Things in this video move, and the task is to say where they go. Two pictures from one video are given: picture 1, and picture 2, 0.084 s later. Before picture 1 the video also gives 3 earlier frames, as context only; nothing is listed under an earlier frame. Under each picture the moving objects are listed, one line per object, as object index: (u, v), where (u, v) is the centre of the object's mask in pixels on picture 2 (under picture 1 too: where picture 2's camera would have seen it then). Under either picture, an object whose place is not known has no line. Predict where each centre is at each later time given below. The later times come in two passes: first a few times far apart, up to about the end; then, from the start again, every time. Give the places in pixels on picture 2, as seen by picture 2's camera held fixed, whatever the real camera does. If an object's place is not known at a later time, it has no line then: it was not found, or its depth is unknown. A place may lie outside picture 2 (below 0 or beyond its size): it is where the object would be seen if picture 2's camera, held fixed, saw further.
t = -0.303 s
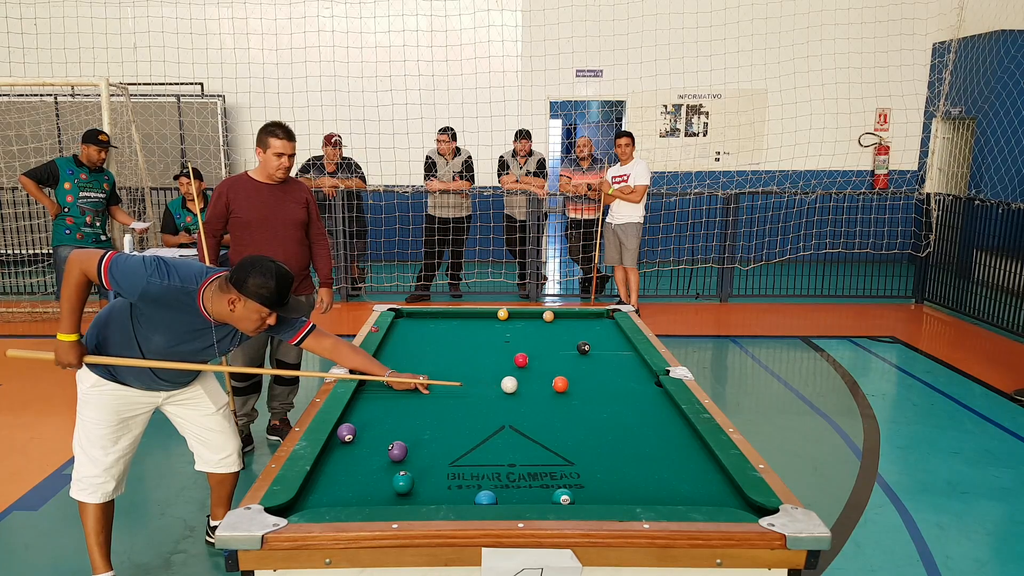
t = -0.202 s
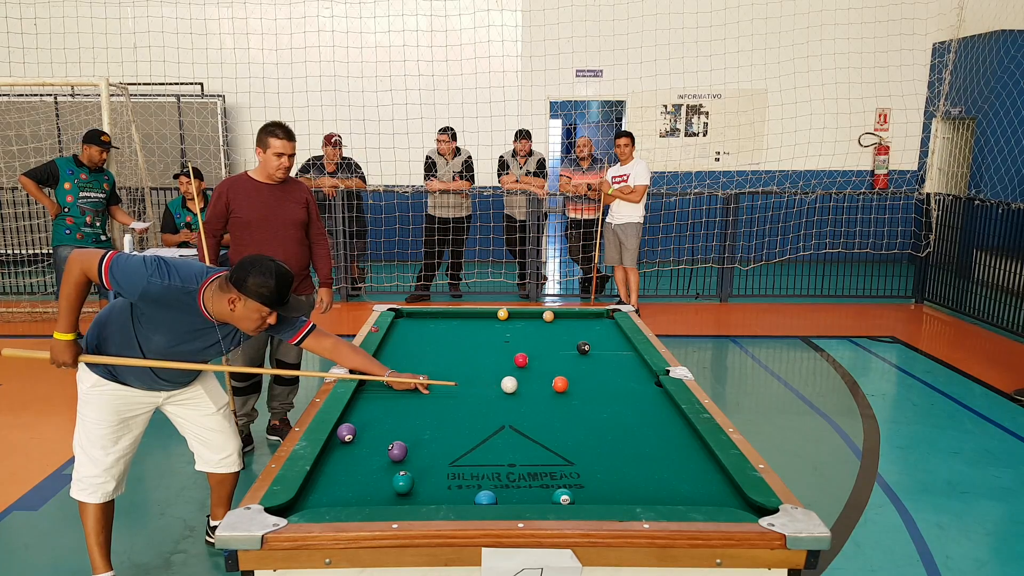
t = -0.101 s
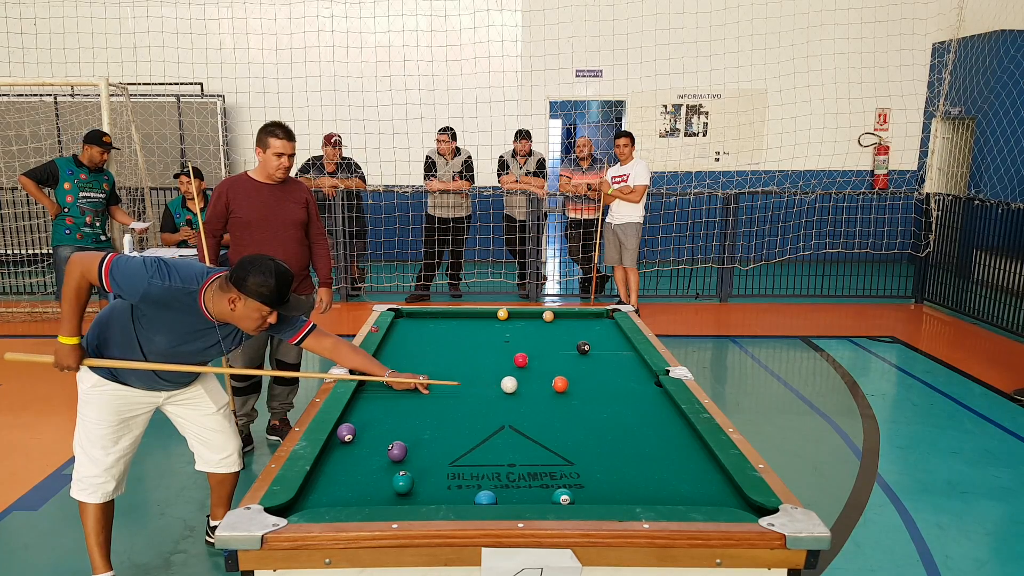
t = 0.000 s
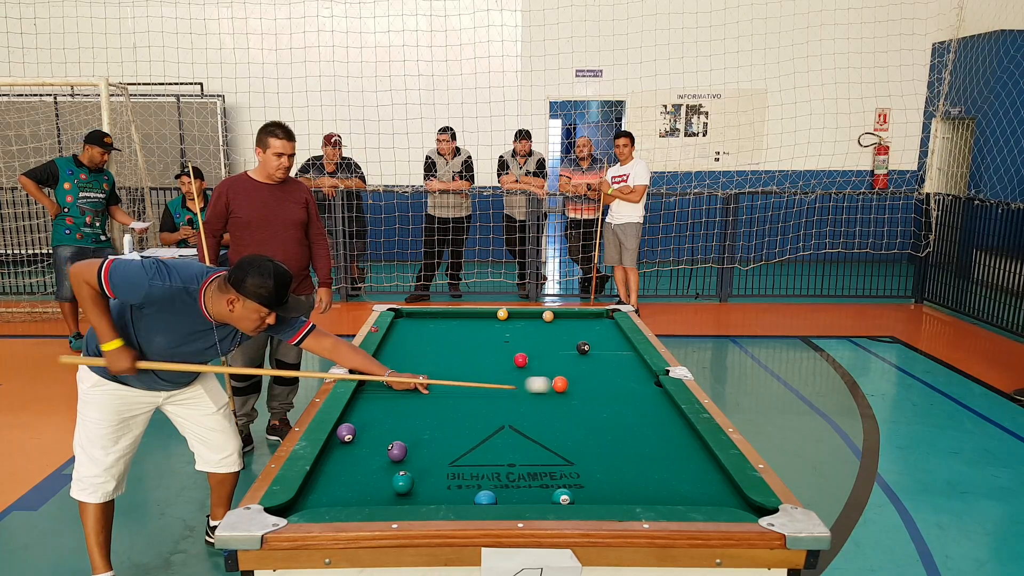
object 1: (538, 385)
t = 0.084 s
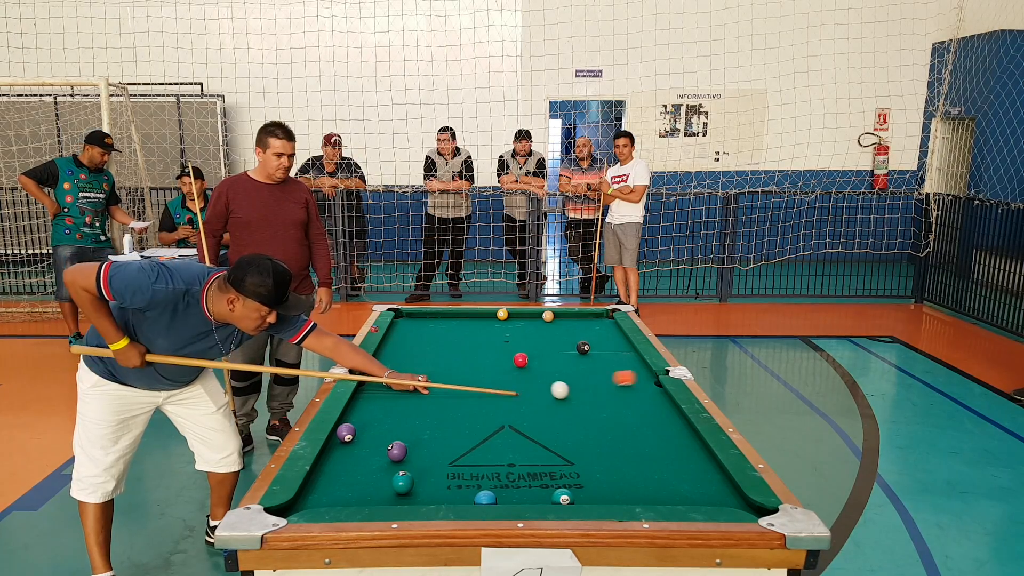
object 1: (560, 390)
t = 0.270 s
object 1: (589, 401)
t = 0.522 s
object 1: (631, 416)
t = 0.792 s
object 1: (680, 434)
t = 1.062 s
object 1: (684, 456)
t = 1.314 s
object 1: (677, 479)
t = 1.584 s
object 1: (665, 499)
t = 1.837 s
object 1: (626, 488)
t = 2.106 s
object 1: (592, 473)
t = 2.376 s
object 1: (561, 461)
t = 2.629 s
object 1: (536, 450)
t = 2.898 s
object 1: (512, 440)
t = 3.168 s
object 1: (490, 432)
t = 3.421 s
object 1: (473, 424)
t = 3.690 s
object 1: (456, 418)
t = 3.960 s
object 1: (442, 412)
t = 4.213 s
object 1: (430, 407)
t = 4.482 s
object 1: (419, 402)
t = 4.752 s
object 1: (409, 398)
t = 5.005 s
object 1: (401, 395)
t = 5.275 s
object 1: (395, 392)
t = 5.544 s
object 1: (389, 389)
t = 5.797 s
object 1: (385, 387)
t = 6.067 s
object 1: (382, 386)
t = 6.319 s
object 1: (380, 384)
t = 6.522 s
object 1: (379, 384)
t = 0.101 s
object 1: (563, 391)
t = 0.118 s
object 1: (566, 392)
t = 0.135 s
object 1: (568, 393)
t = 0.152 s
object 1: (571, 394)
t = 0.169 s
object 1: (574, 395)
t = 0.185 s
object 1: (576, 396)
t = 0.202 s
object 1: (579, 397)
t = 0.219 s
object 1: (582, 398)
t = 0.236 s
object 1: (584, 399)
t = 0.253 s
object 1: (587, 400)
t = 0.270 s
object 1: (589, 401)
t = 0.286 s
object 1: (592, 401)
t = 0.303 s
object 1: (595, 402)
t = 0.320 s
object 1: (598, 404)
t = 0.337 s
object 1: (600, 404)
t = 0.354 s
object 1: (603, 405)
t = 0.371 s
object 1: (606, 406)
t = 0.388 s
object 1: (609, 407)
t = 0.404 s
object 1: (611, 408)
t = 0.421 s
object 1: (614, 409)
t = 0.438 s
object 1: (617, 410)
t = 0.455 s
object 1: (620, 412)
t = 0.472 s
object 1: (623, 413)
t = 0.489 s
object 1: (626, 414)
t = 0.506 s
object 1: (629, 415)
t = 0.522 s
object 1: (631, 416)
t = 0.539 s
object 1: (635, 417)
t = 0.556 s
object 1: (637, 418)
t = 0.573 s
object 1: (640, 419)
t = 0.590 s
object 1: (643, 420)
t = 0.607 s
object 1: (646, 421)
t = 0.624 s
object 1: (650, 422)
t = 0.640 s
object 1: (652, 423)
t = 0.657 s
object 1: (655, 424)
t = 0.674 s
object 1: (659, 426)
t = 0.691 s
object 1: (662, 427)
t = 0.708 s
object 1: (665, 428)
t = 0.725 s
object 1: (668, 429)
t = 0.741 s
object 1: (671, 430)
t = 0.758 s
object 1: (674, 431)
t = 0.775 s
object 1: (677, 432)
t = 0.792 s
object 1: (680, 434)
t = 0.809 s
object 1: (684, 435)
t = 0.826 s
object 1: (687, 436)
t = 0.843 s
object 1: (690, 437)
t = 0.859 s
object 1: (691, 439)
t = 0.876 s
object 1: (690, 440)
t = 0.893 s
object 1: (689, 441)
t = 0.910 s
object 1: (688, 443)
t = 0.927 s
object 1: (688, 444)
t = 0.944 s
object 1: (688, 446)
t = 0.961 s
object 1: (687, 447)
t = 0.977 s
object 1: (687, 448)
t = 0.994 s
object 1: (686, 450)
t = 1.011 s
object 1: (686, 451)
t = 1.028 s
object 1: (685, 453)
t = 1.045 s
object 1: (685, 454)
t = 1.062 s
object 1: (684, 456)
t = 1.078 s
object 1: (684, 457)
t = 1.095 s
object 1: (683, 459)
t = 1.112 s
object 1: (683, 460)
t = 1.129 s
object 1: (682, 462)
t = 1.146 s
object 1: (682, 463)
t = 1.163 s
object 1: (681, 465)
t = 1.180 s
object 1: (681, 466)
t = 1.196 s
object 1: (680, 468)
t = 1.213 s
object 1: (680, 469)
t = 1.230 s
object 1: (679, 471)
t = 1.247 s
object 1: (679, 472)
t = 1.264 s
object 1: (678, 474)
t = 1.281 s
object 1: (678, 476)
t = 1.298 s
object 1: (677, 477)
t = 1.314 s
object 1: (677, 479)
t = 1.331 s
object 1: (676, 481)
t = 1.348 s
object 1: (676, 482)
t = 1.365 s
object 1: (675, 484)
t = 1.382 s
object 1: (674, 486)
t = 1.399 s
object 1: (674, 487)
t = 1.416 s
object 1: (673, 489)
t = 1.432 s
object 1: (673, 490)
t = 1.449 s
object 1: (672, 492)
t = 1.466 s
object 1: (671, 493)
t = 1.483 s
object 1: (671, 495)
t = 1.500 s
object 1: (670, 496)
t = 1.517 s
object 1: (669, 497)
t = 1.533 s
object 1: (669, 498)
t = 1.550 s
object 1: (668, 499)
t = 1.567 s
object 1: (667, 500)
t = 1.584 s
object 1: (665, 499)
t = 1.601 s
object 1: (661, 498)
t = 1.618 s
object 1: (659, 498)
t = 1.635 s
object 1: (656, 497)
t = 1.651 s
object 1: (653, 496)
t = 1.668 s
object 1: (651, 495)
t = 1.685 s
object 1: (648, 495)
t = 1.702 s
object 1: (646, 494)
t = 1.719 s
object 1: (643, 494)
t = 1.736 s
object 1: (641, 493)
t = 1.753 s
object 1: (638, 492)
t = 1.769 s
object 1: (636, 492)
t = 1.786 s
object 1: (633, 491)
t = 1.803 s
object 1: (631, 490)
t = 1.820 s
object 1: (629, 489)
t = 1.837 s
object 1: (626, 488)
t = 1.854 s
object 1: (624, 487)
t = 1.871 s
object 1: (622, 486)
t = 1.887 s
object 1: (619, 485)
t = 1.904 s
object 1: (617, 484)
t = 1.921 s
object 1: (615, 483)
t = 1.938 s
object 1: (613, 482)
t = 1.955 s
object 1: (611, 482)
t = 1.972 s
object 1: (608, 481)
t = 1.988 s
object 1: (606, 480)
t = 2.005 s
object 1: (604, 479)
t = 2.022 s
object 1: (602, 478)
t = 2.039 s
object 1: (600, 477)
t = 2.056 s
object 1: (598, 476)
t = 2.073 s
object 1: (596, 475)
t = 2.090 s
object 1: (594, 474)
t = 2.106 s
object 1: (592, 473)
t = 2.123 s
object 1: (590, 473)
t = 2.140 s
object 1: (588, 472)
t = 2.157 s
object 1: (586, 471)
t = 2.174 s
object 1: (584, 470)
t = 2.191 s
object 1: (581, 469)
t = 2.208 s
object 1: (580, 469)
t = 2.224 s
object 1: (578, 468)
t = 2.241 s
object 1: (576, 467)
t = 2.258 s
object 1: (574, 466)
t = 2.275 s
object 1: (572, 465)
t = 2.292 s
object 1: (570, 465)
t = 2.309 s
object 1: (568, 464)
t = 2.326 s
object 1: (566, 463)
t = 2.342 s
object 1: (565, 462)
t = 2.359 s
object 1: (563, 462)
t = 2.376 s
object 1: (561, 461)
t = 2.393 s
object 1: (559, 460)
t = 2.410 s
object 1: (557, 459)
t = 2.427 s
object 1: (556, 459)
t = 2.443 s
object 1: (554, 458)
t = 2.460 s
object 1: (552, 457)
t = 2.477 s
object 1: (551, 456)
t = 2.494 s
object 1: (549, 456)
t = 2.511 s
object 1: (547, 455)
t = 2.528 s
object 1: (545, 454)
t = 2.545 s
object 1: (544, 453)
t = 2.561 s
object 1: (542, 453)
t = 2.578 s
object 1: (540, 452)
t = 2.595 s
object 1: (539, 452)
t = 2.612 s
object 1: (537, 451)
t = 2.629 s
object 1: (536, 450)
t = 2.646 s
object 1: (534, 449)
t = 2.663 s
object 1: (532, 449)
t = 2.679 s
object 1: (531, 448)
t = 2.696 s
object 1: (529, 448)
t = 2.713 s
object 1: (528, 447)
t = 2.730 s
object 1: (526, 446)
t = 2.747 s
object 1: (525, 446)
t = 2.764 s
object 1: (523, 445)
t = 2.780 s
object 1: (522, 444)
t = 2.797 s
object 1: (520, 444)
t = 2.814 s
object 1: (519, 443)
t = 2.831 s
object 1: (517, 443)
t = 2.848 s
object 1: (516, 442)
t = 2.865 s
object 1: (514, 442)
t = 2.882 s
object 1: (513, 441)
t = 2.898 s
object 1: (512, 440)
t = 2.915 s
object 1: (510, 440)
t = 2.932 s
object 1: (509, 439)
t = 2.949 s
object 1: (507, 439)
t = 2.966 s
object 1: (506, 438)
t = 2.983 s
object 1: (505, 438)
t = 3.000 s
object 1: (503, 437)
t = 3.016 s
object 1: (502, 436)
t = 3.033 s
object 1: (500, 436)
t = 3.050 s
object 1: (499, 435)
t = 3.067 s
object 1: (498, 435)
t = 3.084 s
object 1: (497, 434)
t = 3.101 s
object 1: (495, 434)
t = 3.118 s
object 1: (494, 433)
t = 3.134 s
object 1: (493, 433)
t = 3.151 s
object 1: (492, 432)
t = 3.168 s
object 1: (490, 432)
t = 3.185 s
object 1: (489, 431)
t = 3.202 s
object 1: (488, 430)
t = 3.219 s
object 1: (487, 430)
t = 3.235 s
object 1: (485, 430)
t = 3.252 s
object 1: (484, 429)
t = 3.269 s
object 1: (483, 429)
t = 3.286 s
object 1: (482, 428)
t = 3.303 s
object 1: (481, 428)
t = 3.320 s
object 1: (480, 427)
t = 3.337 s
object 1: (478, 427)
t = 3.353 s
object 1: (477, 426)
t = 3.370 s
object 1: (476, 426)
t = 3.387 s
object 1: (475, 425)
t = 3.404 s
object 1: (474, 425)
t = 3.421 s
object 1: (473, 424)
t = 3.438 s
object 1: (472, 424)
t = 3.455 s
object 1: (471, 424)
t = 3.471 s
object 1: (469, 423)
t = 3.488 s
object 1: (468, 423)
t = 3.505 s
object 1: (467, 422)
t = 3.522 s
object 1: (466, 422)
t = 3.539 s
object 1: (465, 421)
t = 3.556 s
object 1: (464, 421)
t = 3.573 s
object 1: (463, 421)
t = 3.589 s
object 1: (462, 420)
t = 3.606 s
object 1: (461, 420)
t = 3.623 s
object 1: (460, 419)
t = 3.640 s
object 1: (459, 419)
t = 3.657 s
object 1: (458, 418)
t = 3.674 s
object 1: (457, 418)
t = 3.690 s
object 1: (456, 418)
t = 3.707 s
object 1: (455, 417)
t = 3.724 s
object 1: (454, 417)
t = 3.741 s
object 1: (453, 417)
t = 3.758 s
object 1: (452, 416)
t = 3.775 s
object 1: (451, 416)
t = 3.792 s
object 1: (450, 415)
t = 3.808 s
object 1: (450, 415)
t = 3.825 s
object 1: (449, 415)
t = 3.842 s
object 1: (448, 414)
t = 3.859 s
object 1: (447, 414)
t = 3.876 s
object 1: (446, 414)
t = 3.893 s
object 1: (445, 413)
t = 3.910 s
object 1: (444, 413)
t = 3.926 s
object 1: (443, 413)
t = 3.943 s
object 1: (443, 412)
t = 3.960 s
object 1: (442, 412)
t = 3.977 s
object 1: (441, 412)
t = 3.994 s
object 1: (440, 411)
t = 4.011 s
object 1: (439, 411)
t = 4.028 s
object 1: (438, 411)
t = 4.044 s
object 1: (437, 410)
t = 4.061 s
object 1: (437, 410)
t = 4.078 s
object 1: (436, 410)
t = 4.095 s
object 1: (435, 409)
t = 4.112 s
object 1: (434, 409)
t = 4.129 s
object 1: (433, 409)
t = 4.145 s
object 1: (433, 408)
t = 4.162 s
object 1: (432, 408)
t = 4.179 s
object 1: (431, 408)
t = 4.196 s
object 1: (430, 407)
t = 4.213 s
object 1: (430, 407)
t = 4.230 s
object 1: (429, 407)
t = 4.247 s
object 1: (428, 406)
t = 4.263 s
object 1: (427, 406)
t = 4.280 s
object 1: (427, 406)
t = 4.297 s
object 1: (426, 406)
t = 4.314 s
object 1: (425, 405)
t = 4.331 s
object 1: (425, 405)
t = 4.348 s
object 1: (424, 405)
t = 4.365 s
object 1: (423, 404)
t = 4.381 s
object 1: (423, 404)
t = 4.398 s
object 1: (422, 404)
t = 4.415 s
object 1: (421, 403)
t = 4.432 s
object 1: (420, 403)
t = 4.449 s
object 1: (420, 403)
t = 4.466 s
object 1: (419, 403)
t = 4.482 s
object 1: (419, 402)
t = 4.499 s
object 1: (418, 402)
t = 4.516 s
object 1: (417, 402)
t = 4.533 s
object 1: (417, 402)
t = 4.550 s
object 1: (416, 401)
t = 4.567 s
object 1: (415, 401)
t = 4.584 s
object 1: (415, 401)
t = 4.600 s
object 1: (414, 401)
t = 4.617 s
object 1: (414, 400)
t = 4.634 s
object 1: (413, 400)
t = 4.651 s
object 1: (412, 400)
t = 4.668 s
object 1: (412, 400)
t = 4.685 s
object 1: (411, 399)
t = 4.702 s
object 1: (411, 399)
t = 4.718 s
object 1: (410, 399)
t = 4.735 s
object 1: (410, 399)
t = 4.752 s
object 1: (409, 398)
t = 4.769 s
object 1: (409, 398)
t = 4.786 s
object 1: (408, 398)
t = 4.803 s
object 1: (408, 398)
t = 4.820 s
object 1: (407, 397)
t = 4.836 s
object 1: (406, 397)
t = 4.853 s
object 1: (406, 397)
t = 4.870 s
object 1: (405, 397)
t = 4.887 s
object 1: (405, 397)
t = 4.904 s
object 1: (404, 396)
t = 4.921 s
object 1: (404, 396)
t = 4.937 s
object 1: (403, 396)
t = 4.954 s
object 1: (403, 396)
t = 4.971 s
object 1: (402, 395)
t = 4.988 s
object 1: (402, 395)
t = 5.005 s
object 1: (401, 395)
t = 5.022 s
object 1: (401, 395)
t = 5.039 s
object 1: (401, 395)
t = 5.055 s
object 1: (400, 395)
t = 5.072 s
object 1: (400, 394)
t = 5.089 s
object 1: (399, 394)
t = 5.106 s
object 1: (399, 394)
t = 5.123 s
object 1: (398, 394)
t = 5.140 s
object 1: (398, 393)
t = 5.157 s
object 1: (398, 393)
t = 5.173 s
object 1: (397, 393)
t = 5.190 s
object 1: (397, 393)
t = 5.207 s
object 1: (396, 393)
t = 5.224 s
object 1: (396, 392)
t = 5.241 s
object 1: (396, 392)
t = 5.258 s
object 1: (395, 392)
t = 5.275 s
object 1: (395, 392)
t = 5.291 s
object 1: (395, 392)
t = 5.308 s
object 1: (394, 392)
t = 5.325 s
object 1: (394, 391)
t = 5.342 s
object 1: (393, 391)
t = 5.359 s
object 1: (393, 391)
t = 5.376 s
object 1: (393, 391)
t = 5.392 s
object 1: (392, 391)
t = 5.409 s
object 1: (392, 391)
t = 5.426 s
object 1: (392, 390)
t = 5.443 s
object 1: (391, 390)
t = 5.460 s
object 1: (391, 390)
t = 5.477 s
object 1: (391, 390)
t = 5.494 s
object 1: (391, 390)
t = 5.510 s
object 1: (390, 390)
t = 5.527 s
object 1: (390, 390)
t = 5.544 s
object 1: (389, 389)
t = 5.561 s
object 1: (389, 389)
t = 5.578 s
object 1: (389, 389)
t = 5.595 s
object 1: (389, 389)
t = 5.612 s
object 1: (388, 389)
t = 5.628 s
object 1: (388, 389)
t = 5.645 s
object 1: (388, 389)
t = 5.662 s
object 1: (387, 389)
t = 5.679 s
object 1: (387, 388)
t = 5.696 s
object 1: (387, 388)
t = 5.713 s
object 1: (387, 388)
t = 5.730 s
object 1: (386, 388)
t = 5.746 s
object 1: (386, 388)
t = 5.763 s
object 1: (385, 388)
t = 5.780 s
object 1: (385, 388)
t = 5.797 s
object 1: (385, 387)
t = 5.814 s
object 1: (385, 387)
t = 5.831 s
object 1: (385, 387)
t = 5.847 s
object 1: (384, 387)
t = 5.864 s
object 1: (384, 387)
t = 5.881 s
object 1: (384, 387)
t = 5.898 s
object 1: (384, 387)
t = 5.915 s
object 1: (383, 387)
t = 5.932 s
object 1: (383, 387)
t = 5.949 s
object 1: (383, 387)
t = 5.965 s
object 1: (383, 386)
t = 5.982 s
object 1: (383, 386)
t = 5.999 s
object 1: (382, 386)
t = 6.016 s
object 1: (382, 386)
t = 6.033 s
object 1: (382, 386)
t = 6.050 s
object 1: (382, 386)
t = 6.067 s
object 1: (382, 386)
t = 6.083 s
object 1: (382, 386)
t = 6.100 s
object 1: (382, 386)
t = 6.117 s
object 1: (381, 385)
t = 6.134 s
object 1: (381, 385)
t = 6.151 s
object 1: (381, 385)
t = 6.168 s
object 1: (381, 385)
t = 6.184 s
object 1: (381, 385)
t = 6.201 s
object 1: (381, 385)
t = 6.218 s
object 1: (381, 385)
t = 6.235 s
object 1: (380, 385)
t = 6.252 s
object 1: (380, 385)
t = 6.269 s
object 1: (380, 385)
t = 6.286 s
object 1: (380, 385)
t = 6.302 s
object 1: (380, 385)
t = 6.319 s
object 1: (380, 384)
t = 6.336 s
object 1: (380, 384)
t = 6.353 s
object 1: (380, 384)
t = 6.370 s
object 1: (379, 384)
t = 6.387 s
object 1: (379, 384)
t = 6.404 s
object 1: (379, 384)
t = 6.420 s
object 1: (379, 384)
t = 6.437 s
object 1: (379, 384)
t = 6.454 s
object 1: (379, 384)
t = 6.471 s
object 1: (379, 384)
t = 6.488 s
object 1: (379, 384)
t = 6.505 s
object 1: (379, 384)
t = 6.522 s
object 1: (379, 384)
